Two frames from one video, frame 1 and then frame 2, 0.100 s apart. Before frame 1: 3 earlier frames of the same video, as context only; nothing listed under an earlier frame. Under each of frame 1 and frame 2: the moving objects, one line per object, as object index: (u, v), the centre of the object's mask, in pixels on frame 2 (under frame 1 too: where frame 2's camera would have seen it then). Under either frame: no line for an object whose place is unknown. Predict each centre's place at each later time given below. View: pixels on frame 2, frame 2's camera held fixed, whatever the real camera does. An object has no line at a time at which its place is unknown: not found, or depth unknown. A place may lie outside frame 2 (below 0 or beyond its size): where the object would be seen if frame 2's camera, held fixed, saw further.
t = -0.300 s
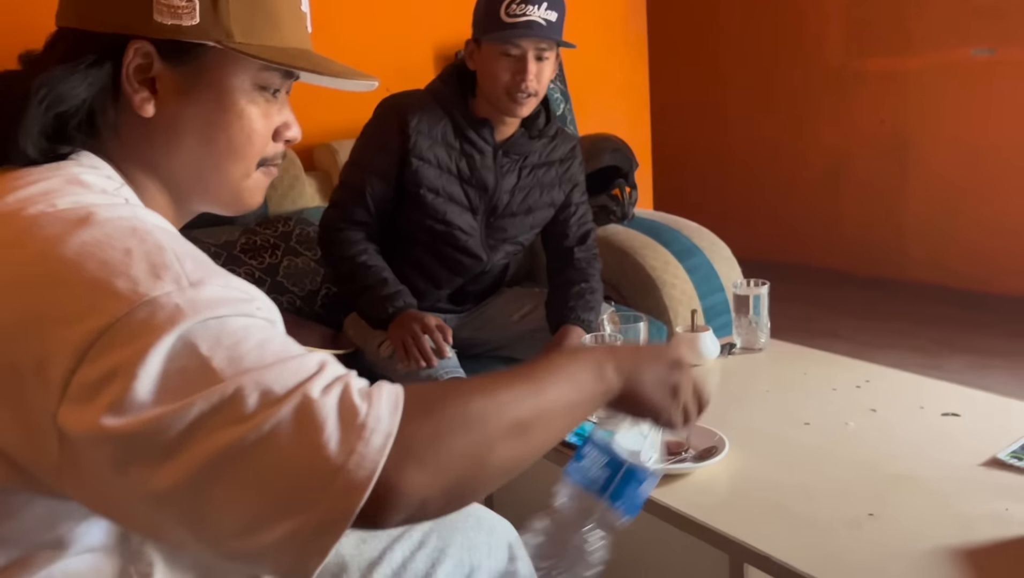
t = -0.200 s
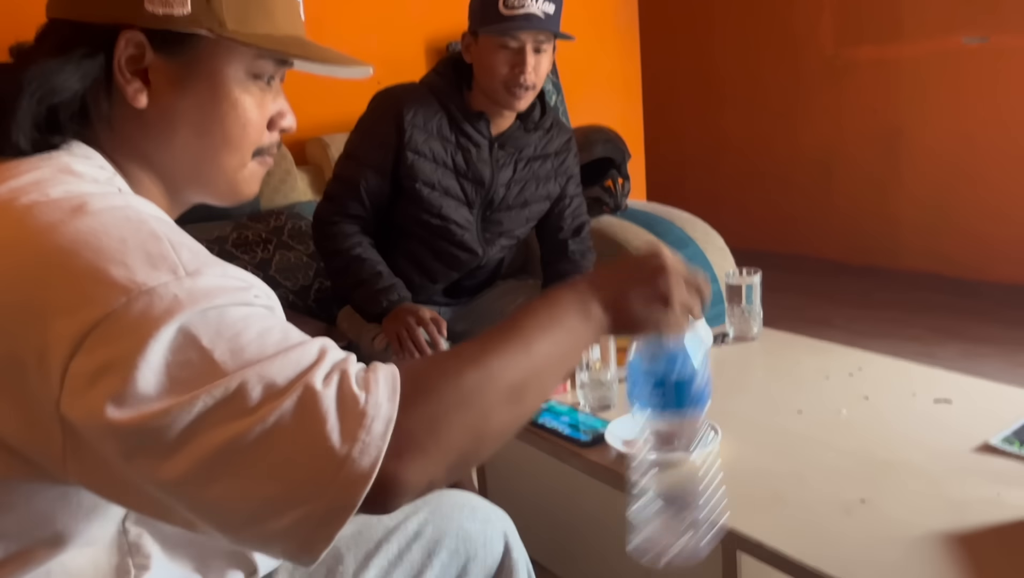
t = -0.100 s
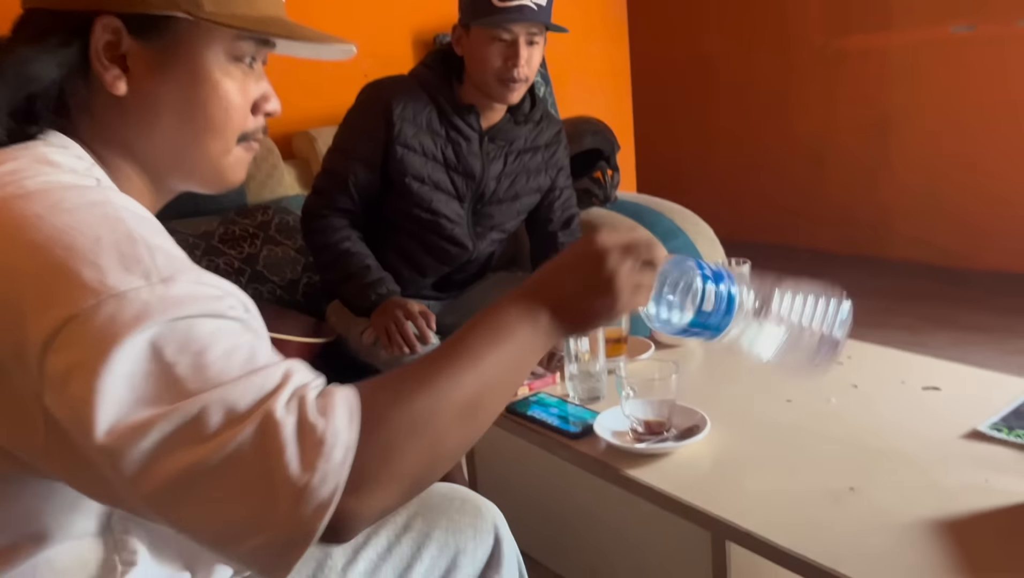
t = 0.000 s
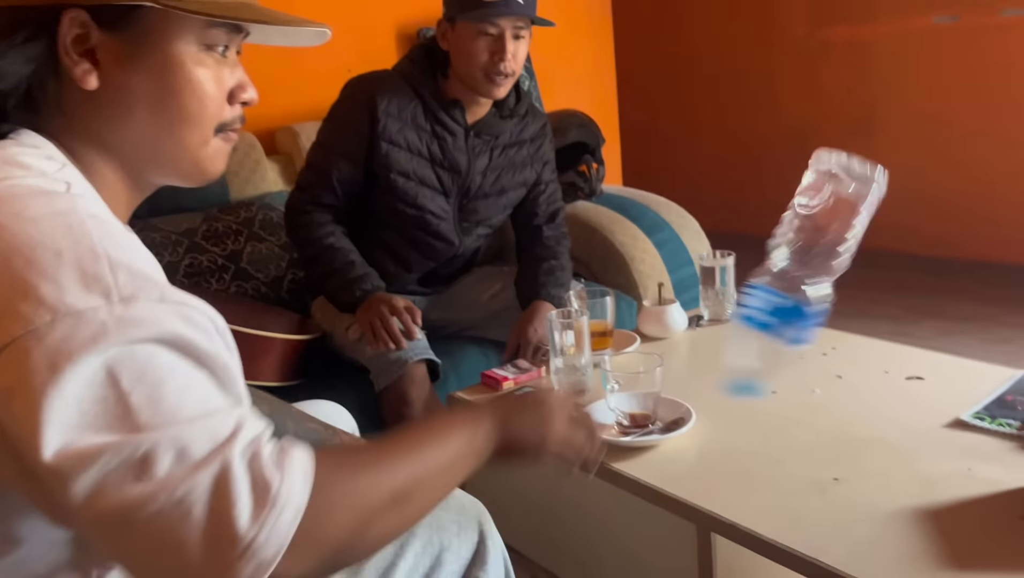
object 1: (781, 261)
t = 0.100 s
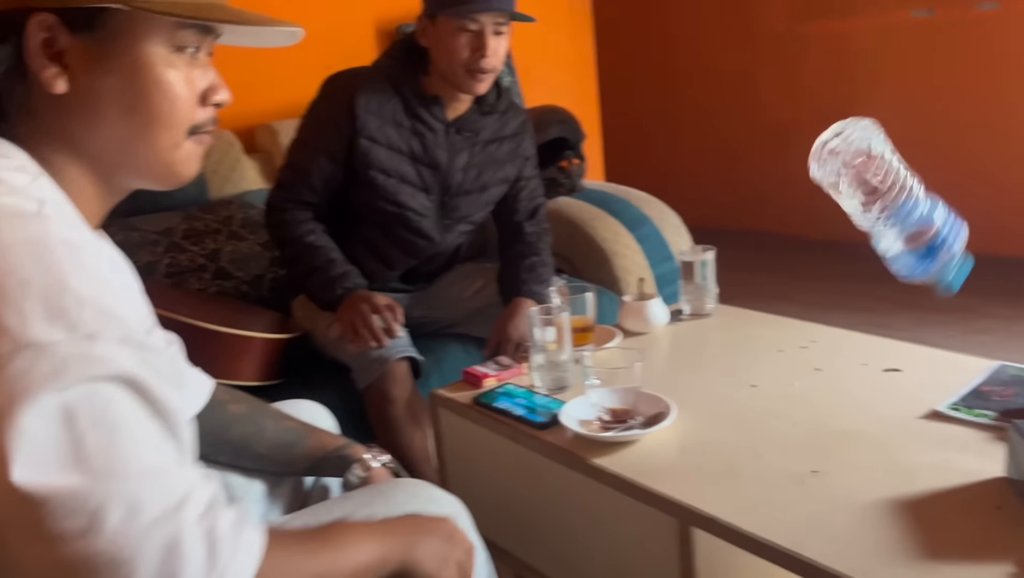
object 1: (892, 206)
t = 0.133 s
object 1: (913, 194)
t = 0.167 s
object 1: (929, 198)
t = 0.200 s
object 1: (942, 212)
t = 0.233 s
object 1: (953, 235)
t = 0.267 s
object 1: (963, 266)
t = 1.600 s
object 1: (867, 342)
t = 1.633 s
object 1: (864, 342)
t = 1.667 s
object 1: (863, 341)
